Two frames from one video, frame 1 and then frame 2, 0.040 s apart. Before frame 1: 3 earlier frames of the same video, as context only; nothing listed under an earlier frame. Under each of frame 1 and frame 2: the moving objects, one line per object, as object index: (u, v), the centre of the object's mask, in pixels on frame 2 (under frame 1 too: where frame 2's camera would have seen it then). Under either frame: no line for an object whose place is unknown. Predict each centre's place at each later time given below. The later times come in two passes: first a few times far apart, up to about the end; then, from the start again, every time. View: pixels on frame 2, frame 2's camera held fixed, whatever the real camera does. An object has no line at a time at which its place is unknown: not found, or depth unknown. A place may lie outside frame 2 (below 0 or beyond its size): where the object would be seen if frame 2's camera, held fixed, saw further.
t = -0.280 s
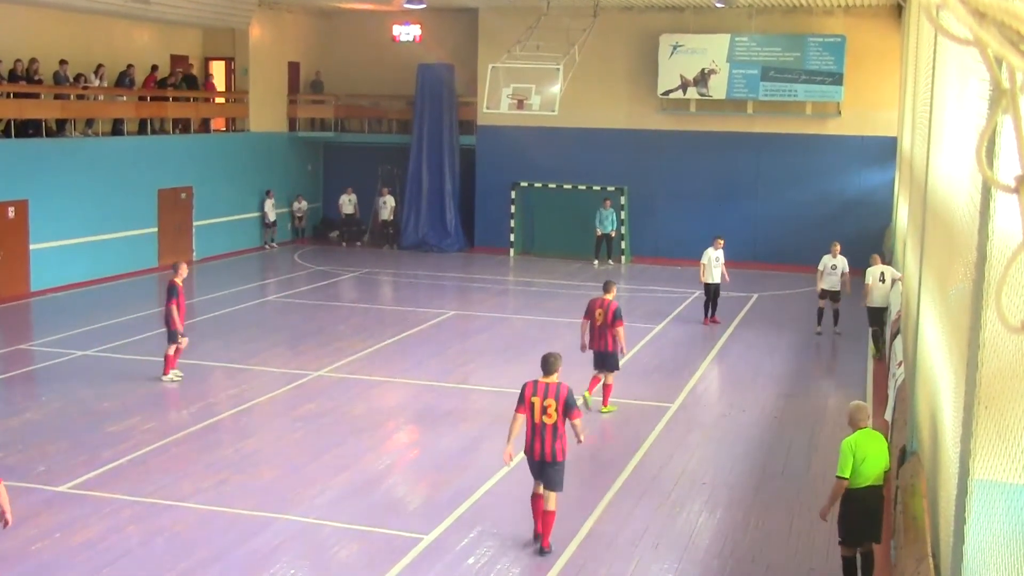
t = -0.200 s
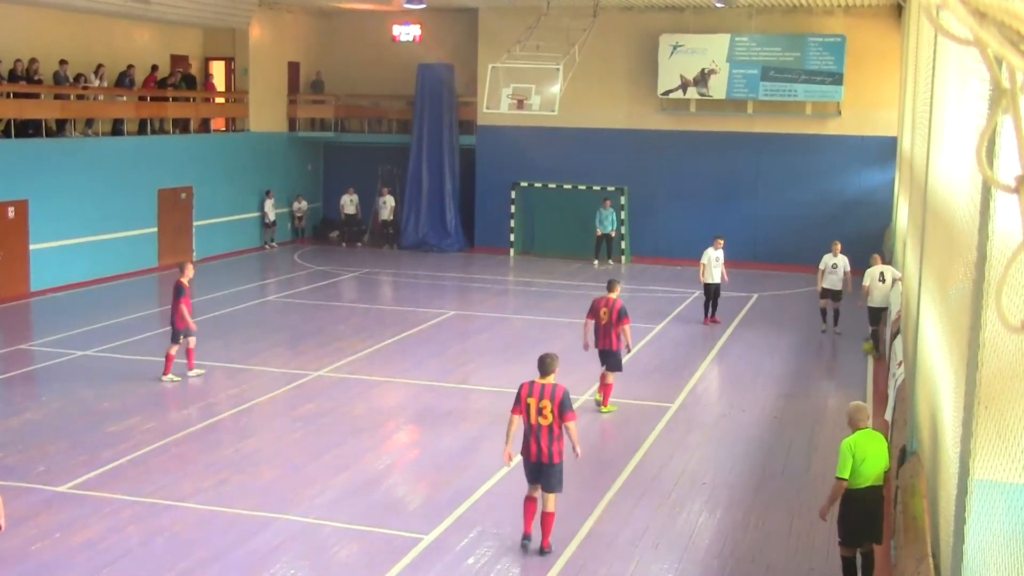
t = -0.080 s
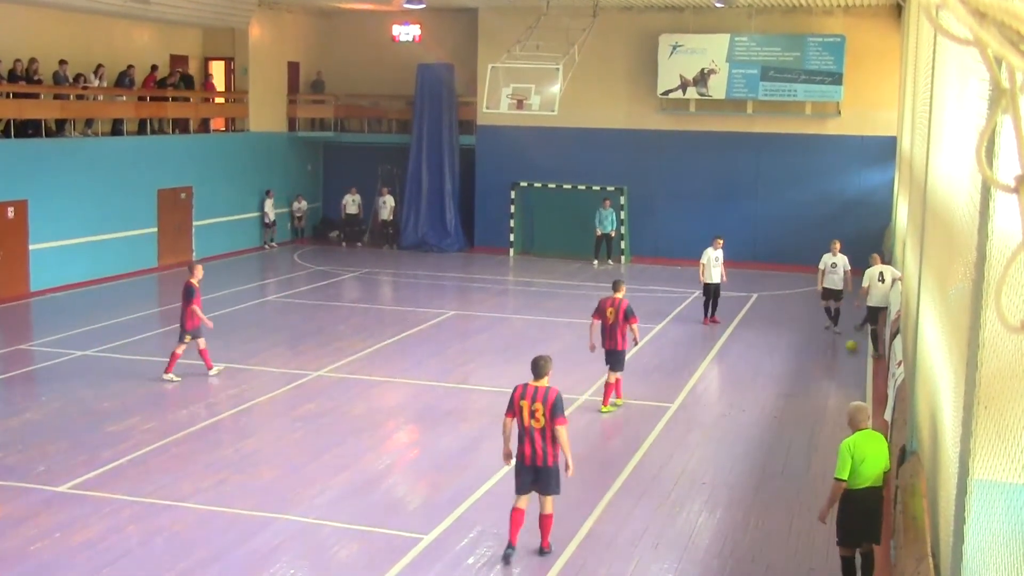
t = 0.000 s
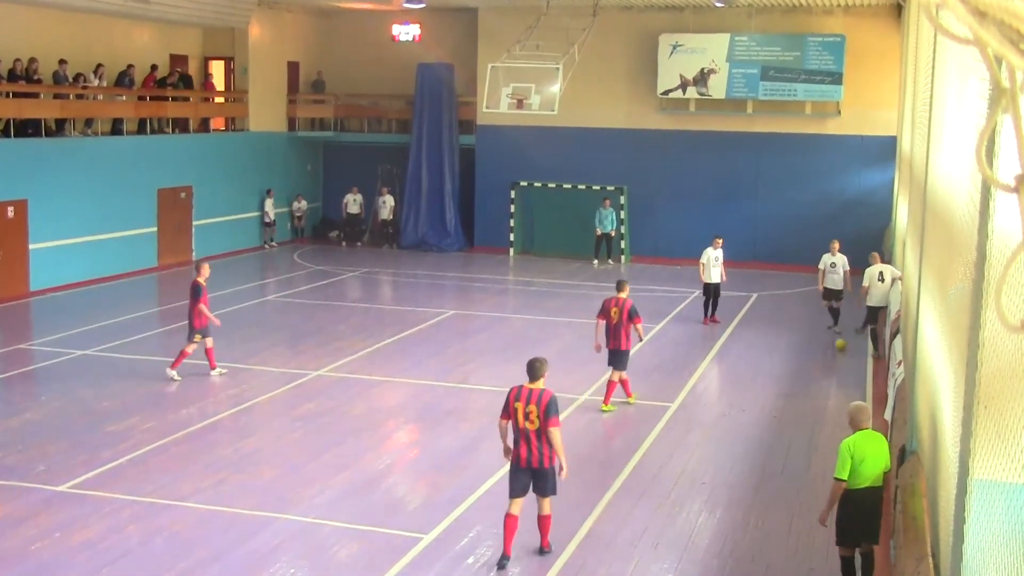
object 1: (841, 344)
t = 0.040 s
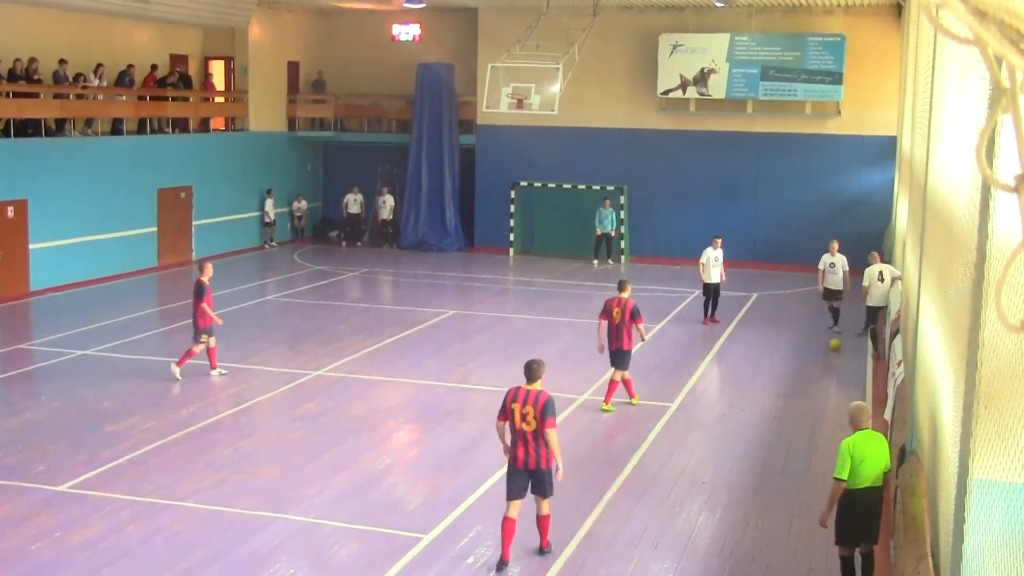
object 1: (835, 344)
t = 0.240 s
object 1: (809, 340)
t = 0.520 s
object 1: (773, 337)
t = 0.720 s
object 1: (750, 334)
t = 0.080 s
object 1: (830, 343)
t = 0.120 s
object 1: (824, 343)
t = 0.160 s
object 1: (819, 342)
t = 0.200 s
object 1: (814, 341)
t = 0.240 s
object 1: (809, 340)
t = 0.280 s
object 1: (803, 340)
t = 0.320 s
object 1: (799, 339)
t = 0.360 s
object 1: (794, 339)
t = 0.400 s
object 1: (789, 339)
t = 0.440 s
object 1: (783, 338)
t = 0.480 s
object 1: (778, 337)
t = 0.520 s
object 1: (773, 337)
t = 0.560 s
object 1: (769, 336)
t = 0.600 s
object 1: (764, 336)
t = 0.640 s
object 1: (759, 335)
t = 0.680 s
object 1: (755, 335)
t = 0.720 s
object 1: (750, 334)
